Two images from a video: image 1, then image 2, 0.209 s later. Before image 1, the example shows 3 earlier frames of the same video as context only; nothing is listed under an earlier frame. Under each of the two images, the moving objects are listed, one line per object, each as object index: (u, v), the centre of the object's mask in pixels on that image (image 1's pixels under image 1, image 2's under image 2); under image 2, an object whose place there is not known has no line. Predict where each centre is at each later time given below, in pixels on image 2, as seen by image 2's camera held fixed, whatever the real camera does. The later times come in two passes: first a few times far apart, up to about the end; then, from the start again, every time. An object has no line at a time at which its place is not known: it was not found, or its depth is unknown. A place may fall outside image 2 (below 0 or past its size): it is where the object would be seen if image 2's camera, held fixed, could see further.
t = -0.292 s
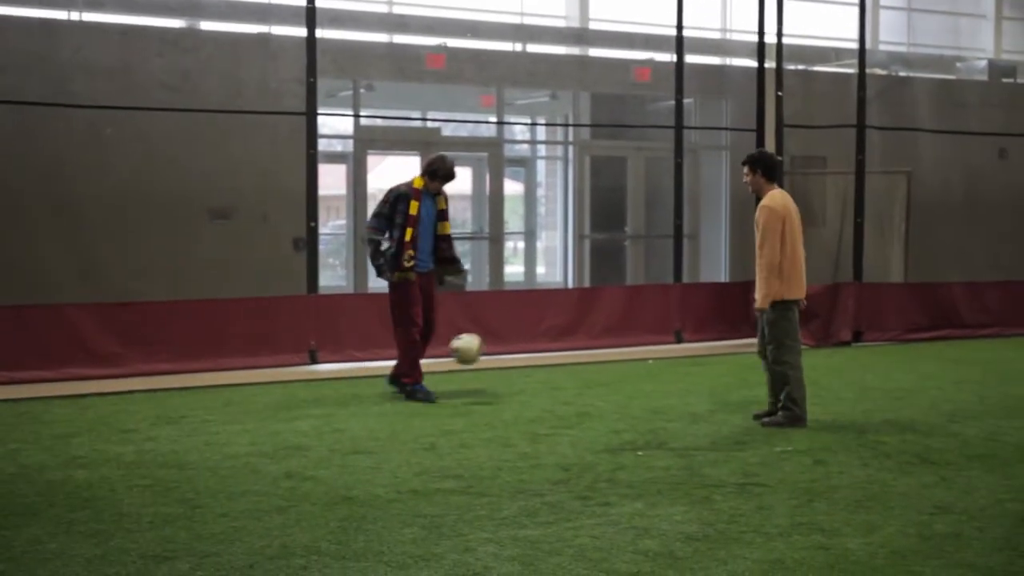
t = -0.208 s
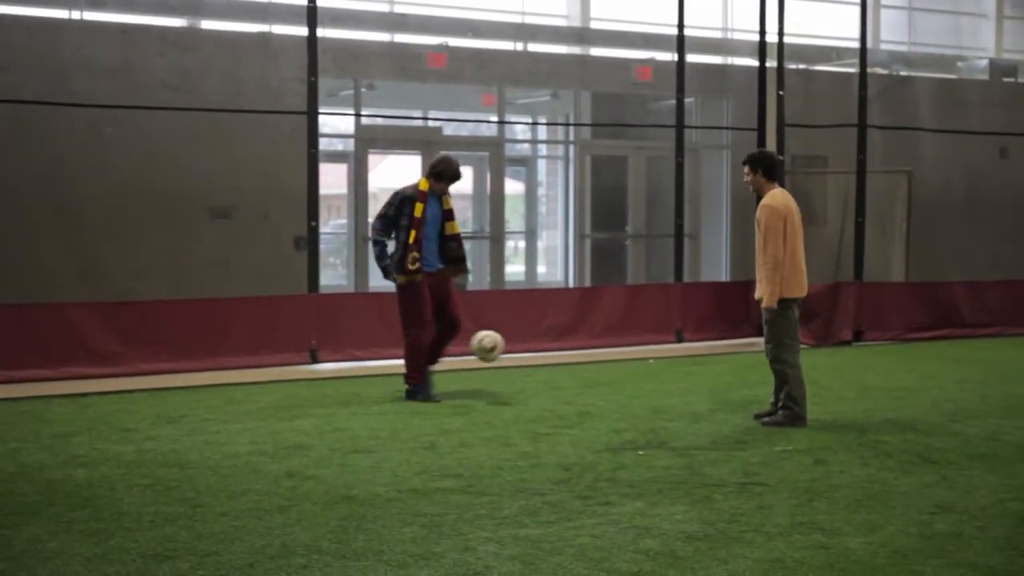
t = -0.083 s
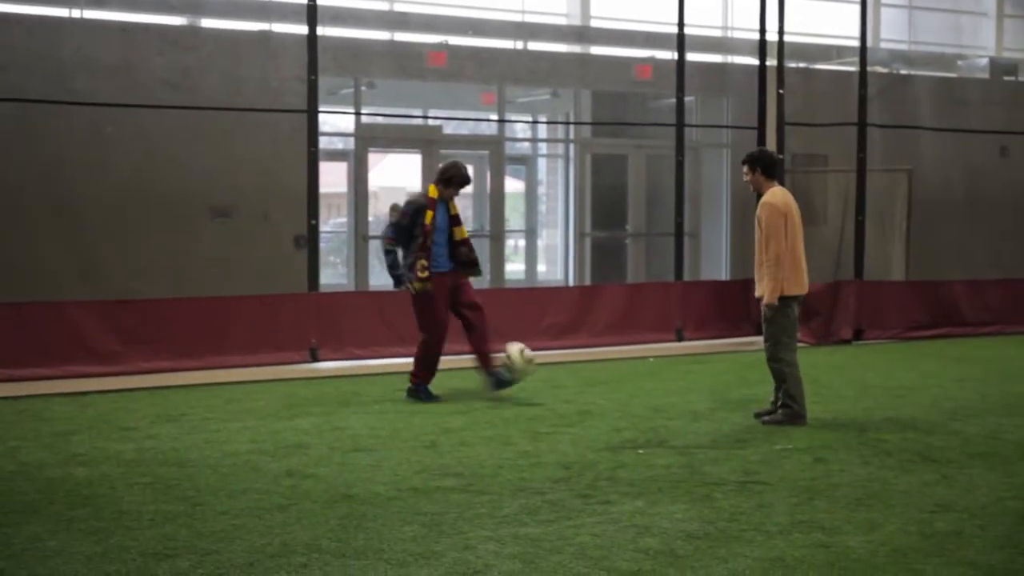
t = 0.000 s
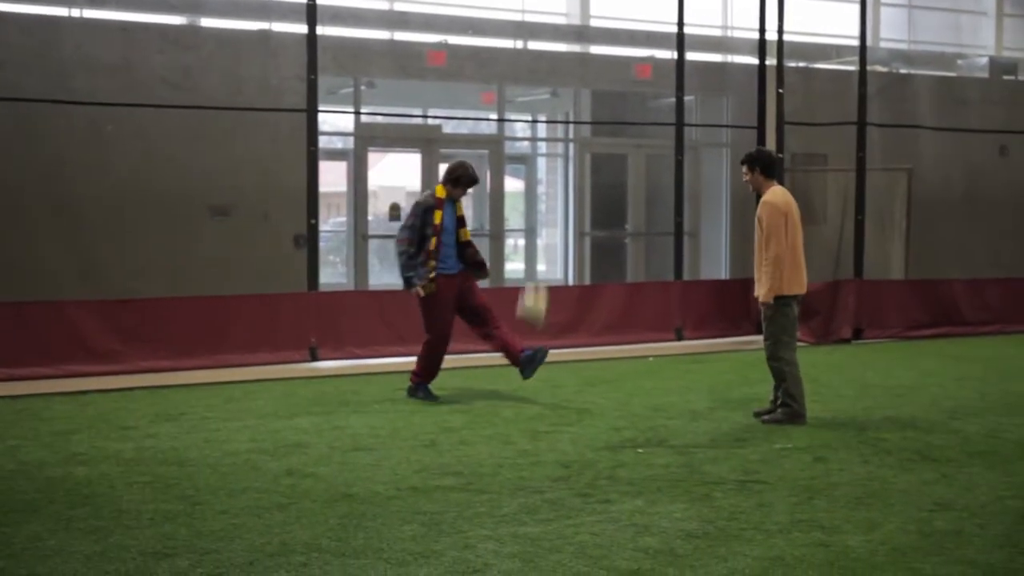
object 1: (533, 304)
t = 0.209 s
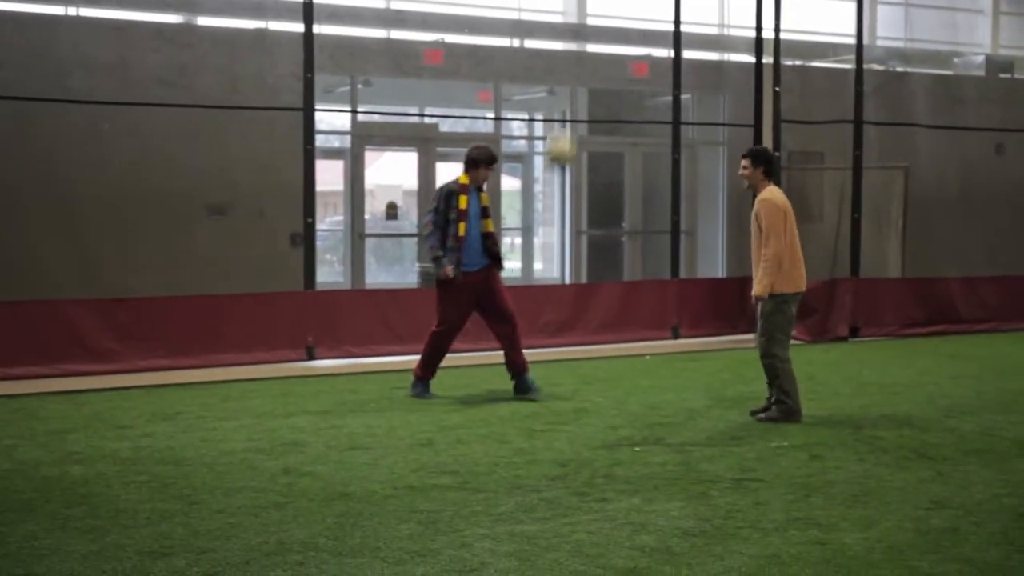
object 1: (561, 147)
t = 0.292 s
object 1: (574, 101)
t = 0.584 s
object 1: (626, 15)
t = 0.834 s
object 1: (679, 46)
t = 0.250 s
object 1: (568, 124)
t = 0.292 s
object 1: (574, 101)
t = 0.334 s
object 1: (580, 81)
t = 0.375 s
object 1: (586, 67)
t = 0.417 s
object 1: (594, 48)
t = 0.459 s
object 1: (602, 36)
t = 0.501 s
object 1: (610, 27)
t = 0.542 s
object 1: (618, 18)
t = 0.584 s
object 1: (626, 15)
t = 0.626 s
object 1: (634, 13)
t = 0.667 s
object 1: (643, 13)
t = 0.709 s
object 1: (651, 16)
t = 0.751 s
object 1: (661, 20)
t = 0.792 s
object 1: (671, 31)
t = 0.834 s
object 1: (679, 46)
